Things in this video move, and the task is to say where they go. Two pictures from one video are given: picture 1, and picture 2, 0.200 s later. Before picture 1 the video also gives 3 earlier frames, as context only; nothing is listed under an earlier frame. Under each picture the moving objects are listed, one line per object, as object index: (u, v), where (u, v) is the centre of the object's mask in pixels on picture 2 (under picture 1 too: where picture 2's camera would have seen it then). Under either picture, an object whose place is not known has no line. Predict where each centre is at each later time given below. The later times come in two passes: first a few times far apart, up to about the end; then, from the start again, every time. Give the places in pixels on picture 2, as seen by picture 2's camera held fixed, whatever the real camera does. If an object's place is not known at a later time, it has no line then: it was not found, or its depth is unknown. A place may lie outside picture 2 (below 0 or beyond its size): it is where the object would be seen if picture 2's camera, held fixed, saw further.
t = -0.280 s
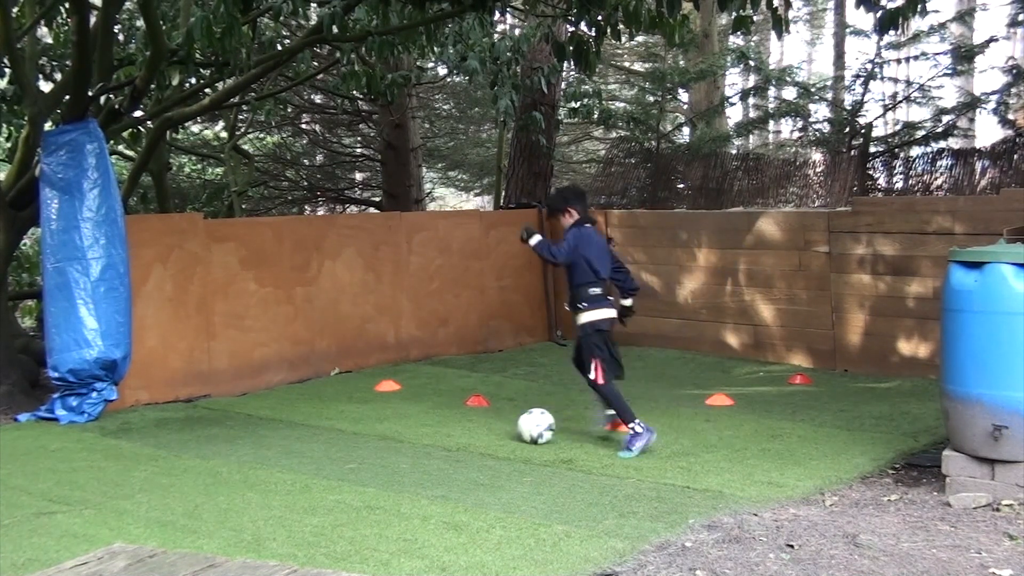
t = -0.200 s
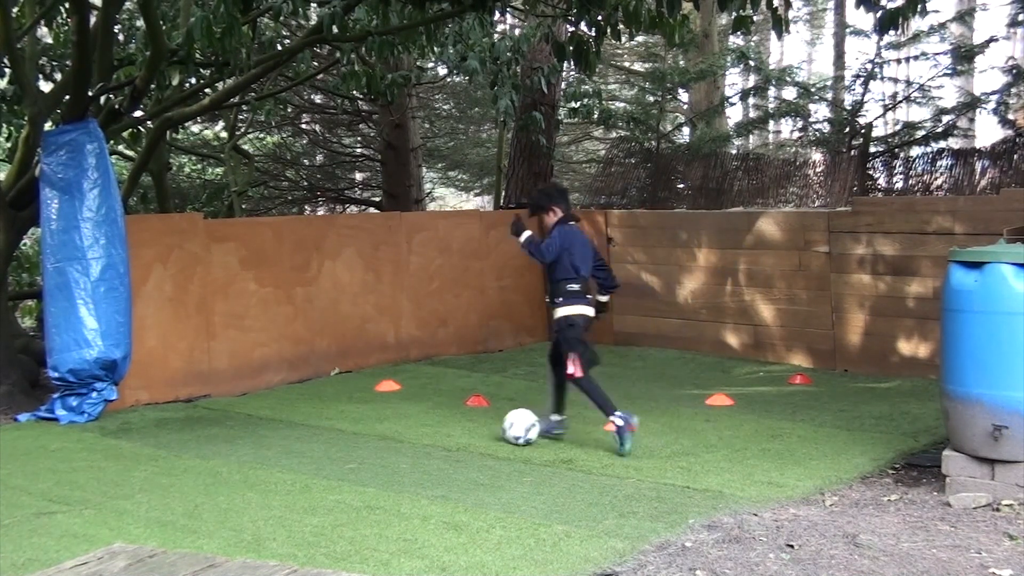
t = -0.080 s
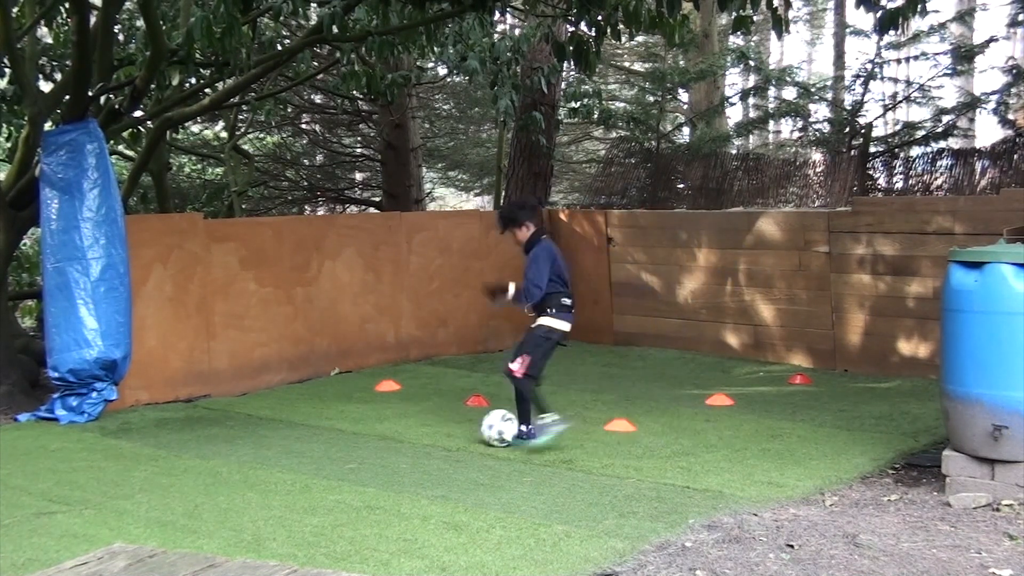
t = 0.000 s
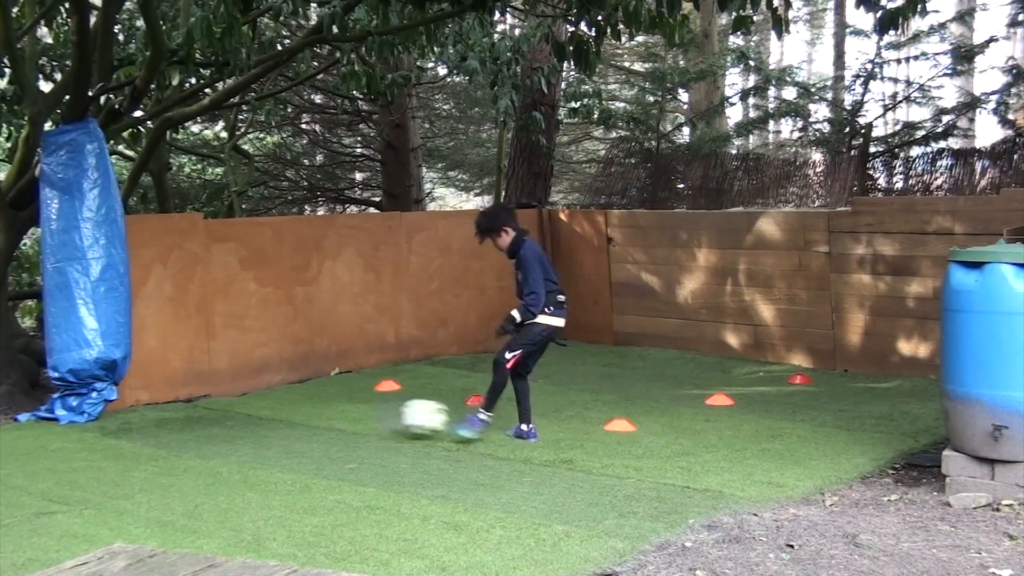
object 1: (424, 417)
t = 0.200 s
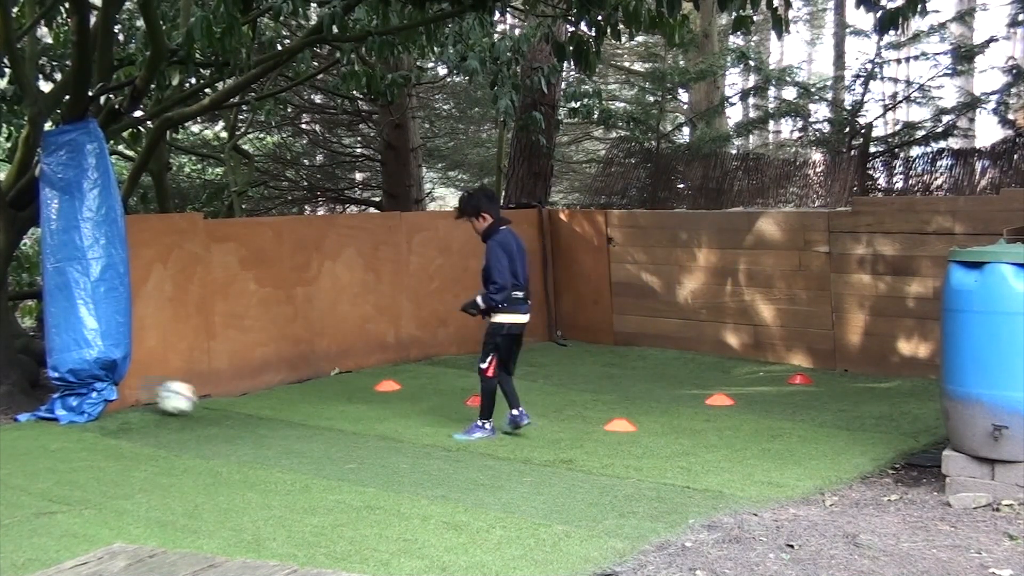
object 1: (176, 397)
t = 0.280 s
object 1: (122, 386)
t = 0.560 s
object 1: (213, 420)
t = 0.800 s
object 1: (289, 430)
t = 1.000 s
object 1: (347, 442)
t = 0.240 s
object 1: (138, 389)
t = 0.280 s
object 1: (122, 386)
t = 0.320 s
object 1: (130, 382)
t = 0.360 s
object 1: (136, 382)
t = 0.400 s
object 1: (151, 386)
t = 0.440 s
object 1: (166, 393)
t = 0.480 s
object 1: (181, 403)
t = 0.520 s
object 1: (198, 417)
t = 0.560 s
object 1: (213, 420)
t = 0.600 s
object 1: (226, 417)
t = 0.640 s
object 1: (239, 417)
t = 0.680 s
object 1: (252, 420)
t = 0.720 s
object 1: (265, 426)
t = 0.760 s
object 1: (278, 433)
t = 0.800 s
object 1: (289, 430)
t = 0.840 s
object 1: (301, 430)
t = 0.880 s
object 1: (312, 433)
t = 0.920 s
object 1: (324, 440)
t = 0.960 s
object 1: (336, 441)
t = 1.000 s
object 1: (347, 442)
